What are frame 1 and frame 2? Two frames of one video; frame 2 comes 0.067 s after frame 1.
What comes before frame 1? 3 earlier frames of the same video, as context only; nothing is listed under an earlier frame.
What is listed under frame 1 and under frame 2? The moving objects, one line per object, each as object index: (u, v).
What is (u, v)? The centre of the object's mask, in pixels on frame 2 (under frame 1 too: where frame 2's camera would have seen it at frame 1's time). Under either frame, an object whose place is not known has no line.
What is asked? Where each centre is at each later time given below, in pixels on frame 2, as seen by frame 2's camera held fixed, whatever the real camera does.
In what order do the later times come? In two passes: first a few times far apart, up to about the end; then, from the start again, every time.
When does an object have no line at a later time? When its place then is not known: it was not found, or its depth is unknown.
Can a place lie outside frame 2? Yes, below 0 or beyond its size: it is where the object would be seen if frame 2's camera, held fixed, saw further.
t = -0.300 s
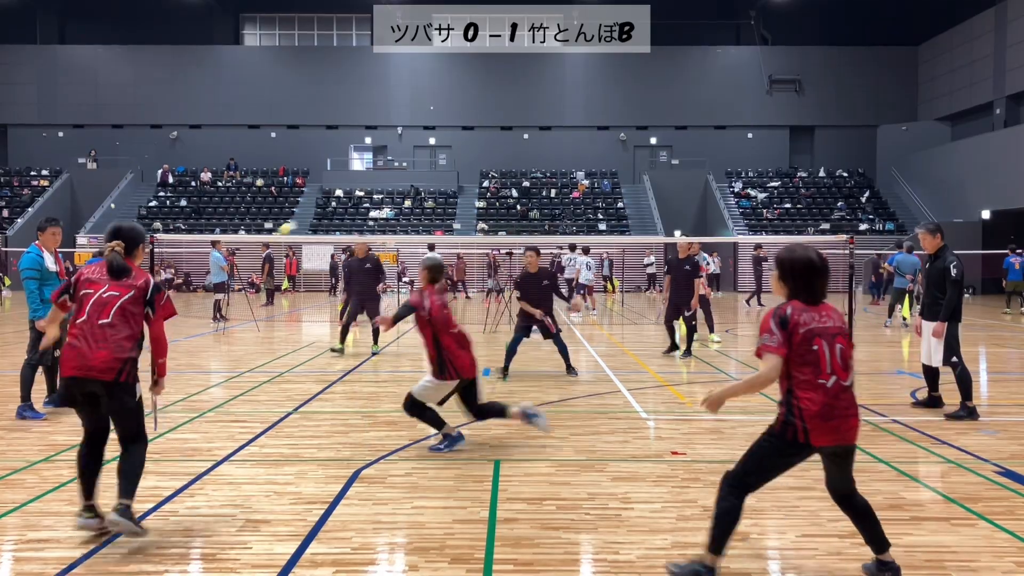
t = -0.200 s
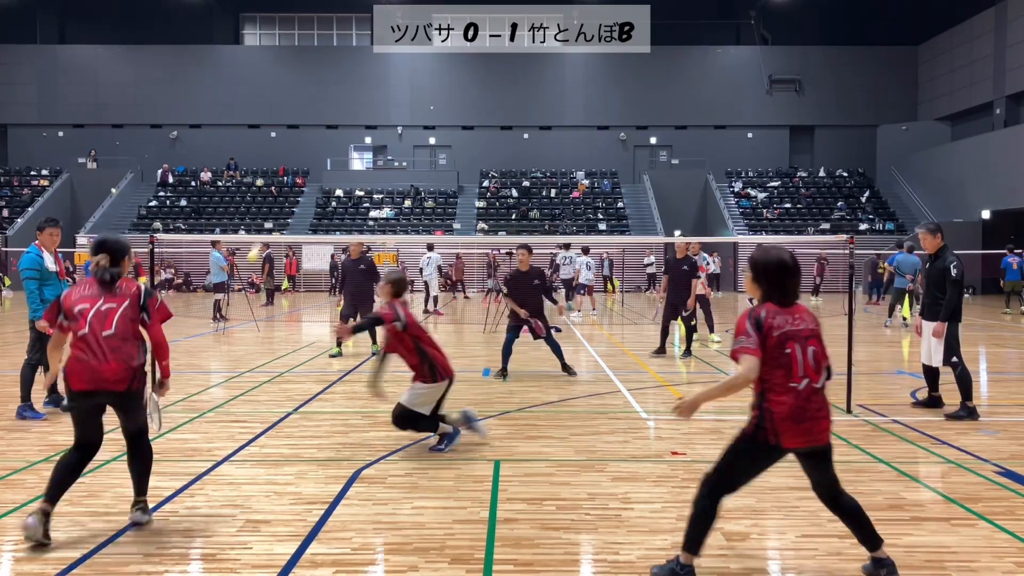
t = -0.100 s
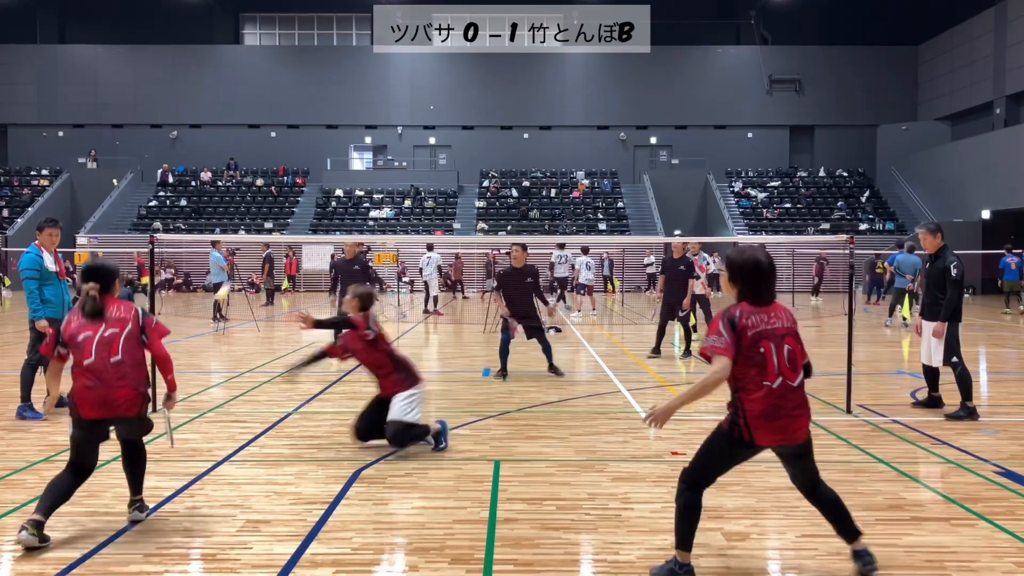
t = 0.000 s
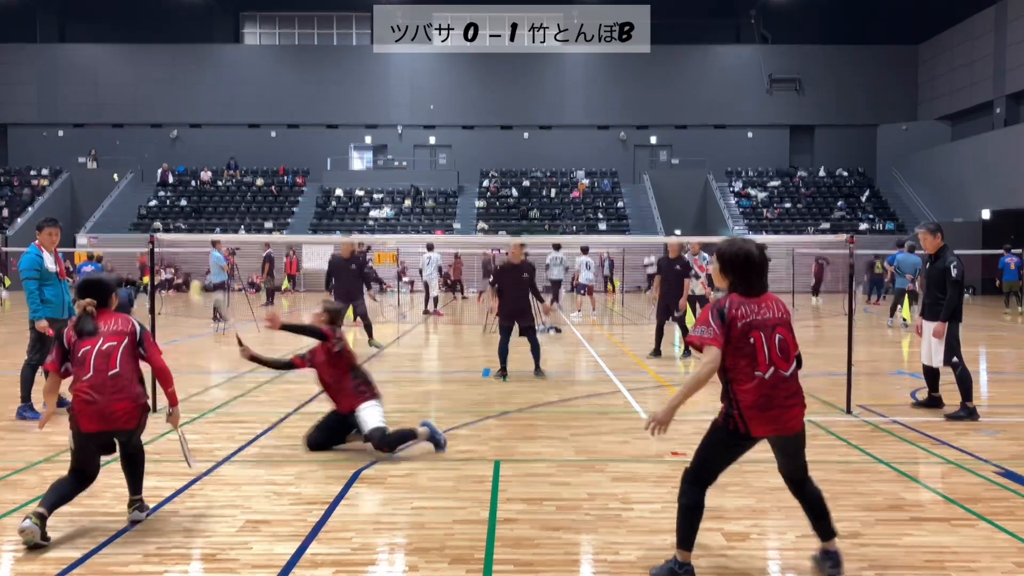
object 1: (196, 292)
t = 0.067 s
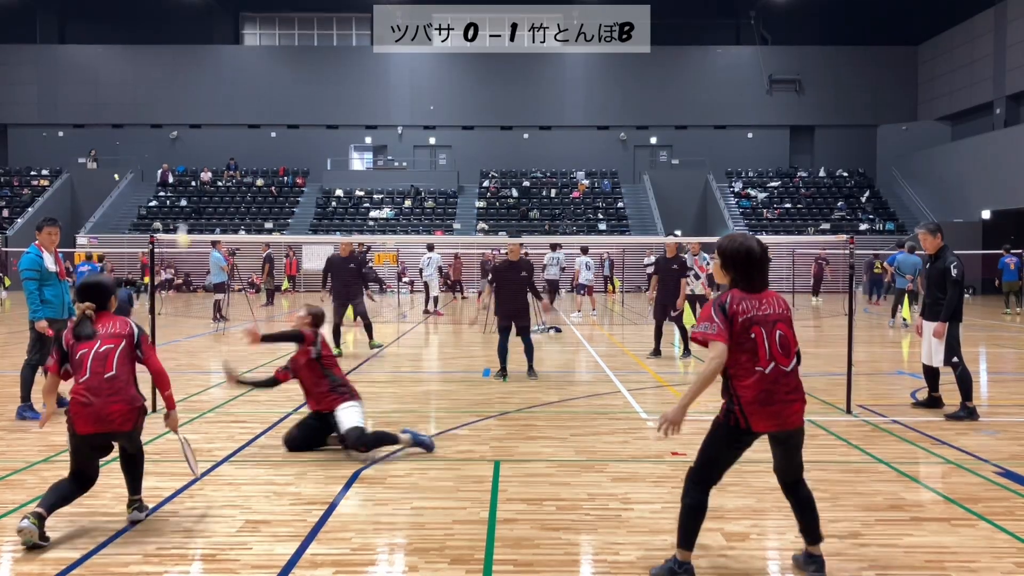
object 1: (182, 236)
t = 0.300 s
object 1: (155, 108)
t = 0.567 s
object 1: (135, 69)
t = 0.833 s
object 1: (115, 153)
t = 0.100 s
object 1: (178, 216)
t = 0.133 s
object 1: (171, 194)
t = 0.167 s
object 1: (169, 171)
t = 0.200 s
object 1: (165, 155)
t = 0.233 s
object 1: (160, 139)
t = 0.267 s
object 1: (156, 123)
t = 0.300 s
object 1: (155, 108)
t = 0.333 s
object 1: (152, 98)
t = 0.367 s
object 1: (149, 90)
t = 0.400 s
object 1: (145, 83)
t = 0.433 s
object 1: (141, 77)
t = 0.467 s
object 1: (138, 73)
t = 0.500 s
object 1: (136, 69)
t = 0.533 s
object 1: (135, 68)
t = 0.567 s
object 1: (135, 69)
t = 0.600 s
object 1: (134, 73)
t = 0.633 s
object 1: (131, 79)
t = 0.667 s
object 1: (128, 86)
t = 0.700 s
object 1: (125, 97)
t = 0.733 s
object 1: (122, 108)
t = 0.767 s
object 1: (119, 121)
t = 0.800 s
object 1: (117, 136)
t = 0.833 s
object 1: (115, 153)
